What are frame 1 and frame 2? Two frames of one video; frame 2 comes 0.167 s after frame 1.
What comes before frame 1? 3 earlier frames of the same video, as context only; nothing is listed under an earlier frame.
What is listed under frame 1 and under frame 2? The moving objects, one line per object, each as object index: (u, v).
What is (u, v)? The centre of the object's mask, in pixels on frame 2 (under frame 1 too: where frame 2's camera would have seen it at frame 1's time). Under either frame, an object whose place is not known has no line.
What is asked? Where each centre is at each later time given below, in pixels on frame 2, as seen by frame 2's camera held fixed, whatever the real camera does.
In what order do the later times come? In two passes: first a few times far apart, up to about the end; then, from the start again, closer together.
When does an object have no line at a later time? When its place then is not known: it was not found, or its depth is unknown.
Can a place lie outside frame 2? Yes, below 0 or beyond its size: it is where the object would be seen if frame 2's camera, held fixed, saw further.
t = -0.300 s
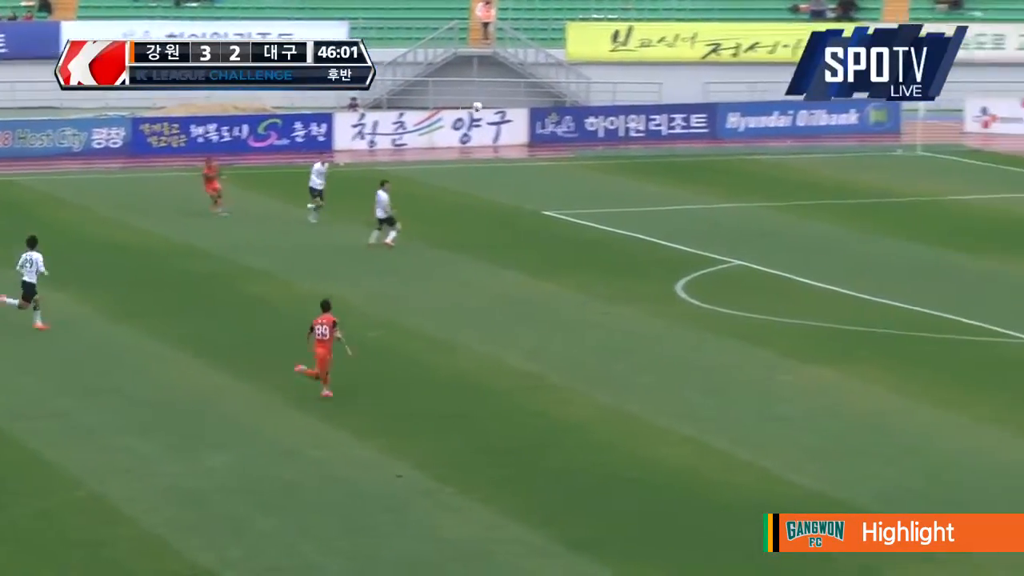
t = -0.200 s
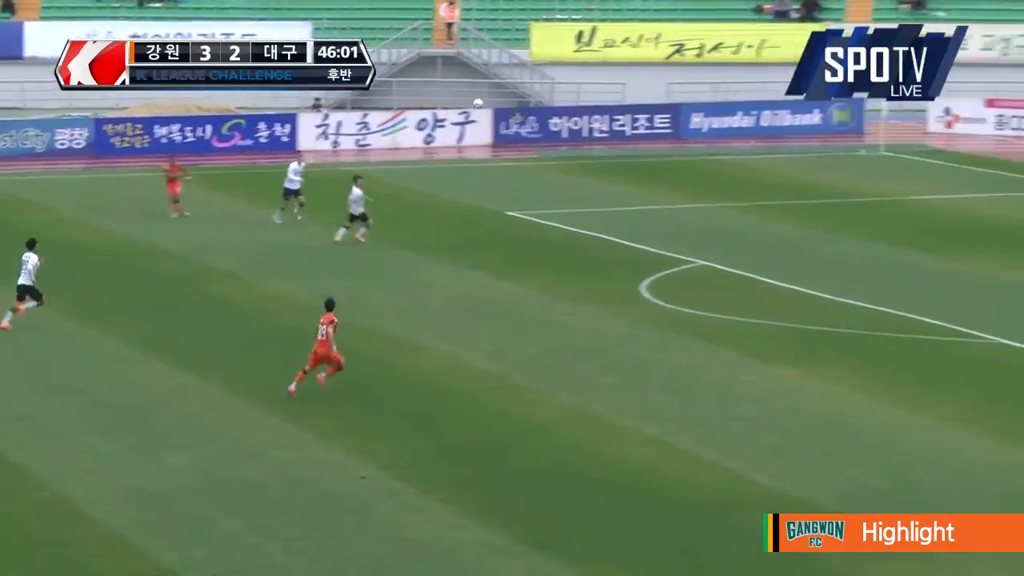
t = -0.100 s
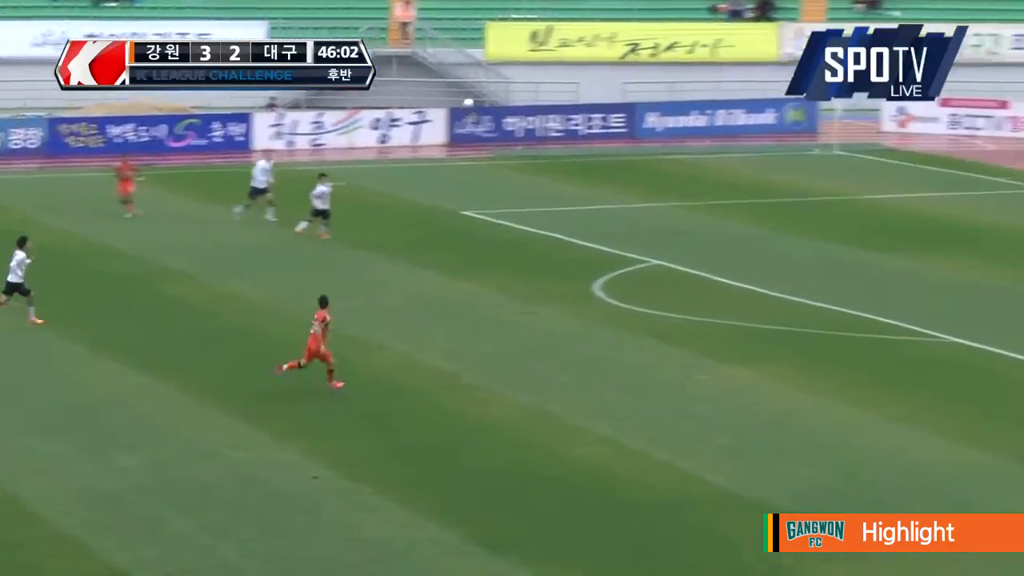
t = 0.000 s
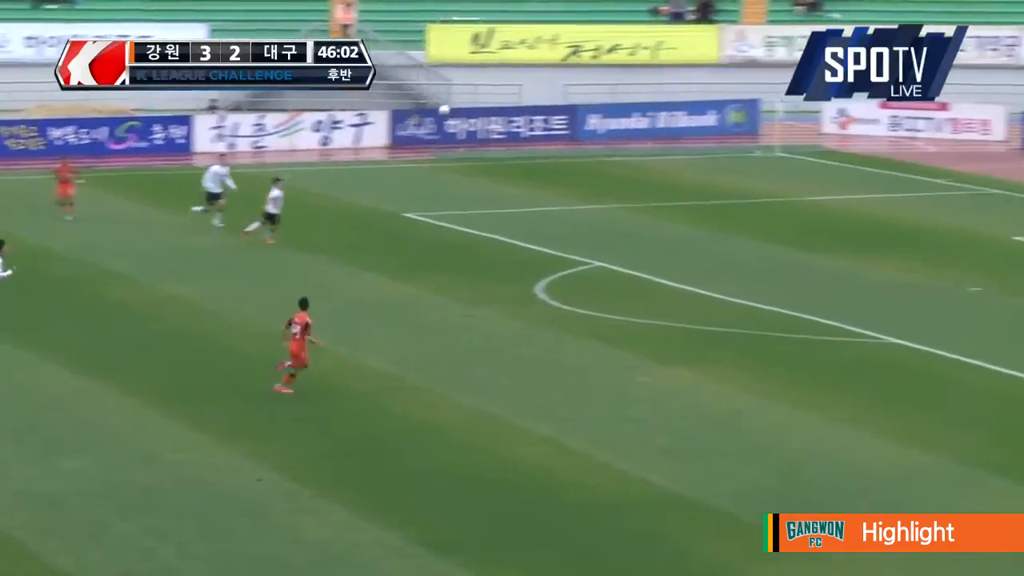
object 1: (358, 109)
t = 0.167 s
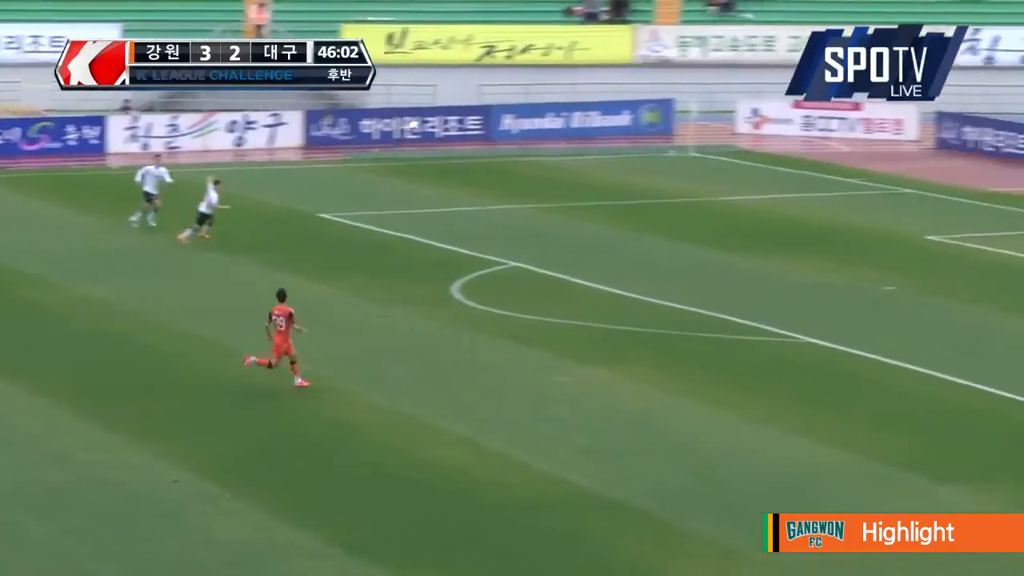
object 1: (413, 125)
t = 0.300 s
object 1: (455, 147)
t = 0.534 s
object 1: (523, 202)
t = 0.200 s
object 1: (424, 131)
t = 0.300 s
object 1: (455, 147)
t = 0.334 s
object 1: (465, 154)
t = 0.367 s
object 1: (475, 161)
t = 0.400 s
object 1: (485, 168)
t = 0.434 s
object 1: (495, 176)
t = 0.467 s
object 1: (504, 184)
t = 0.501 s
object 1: (514, 193)
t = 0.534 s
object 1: (523, 202)
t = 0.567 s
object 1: (532, 213)
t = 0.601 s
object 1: (540, 223)
